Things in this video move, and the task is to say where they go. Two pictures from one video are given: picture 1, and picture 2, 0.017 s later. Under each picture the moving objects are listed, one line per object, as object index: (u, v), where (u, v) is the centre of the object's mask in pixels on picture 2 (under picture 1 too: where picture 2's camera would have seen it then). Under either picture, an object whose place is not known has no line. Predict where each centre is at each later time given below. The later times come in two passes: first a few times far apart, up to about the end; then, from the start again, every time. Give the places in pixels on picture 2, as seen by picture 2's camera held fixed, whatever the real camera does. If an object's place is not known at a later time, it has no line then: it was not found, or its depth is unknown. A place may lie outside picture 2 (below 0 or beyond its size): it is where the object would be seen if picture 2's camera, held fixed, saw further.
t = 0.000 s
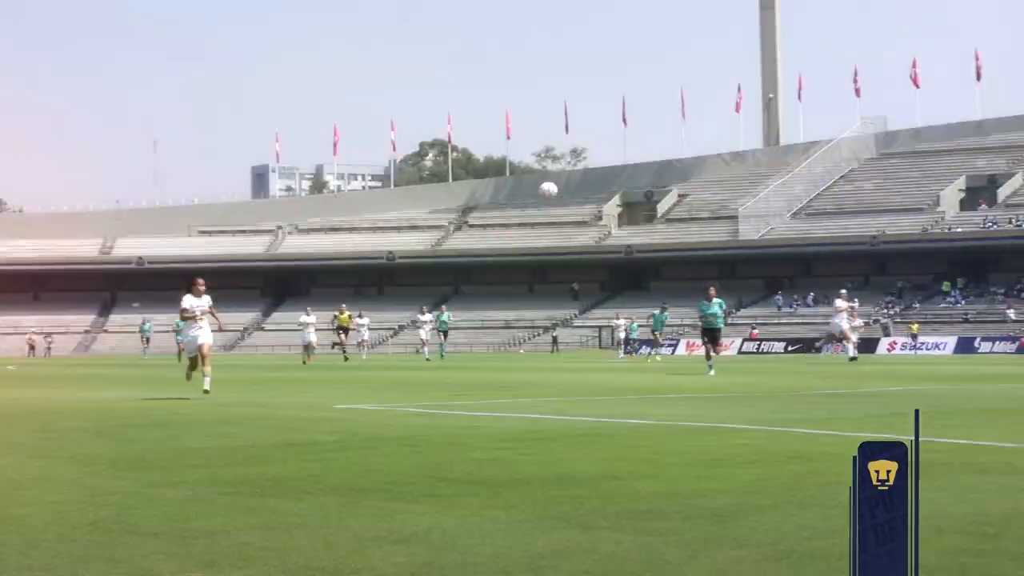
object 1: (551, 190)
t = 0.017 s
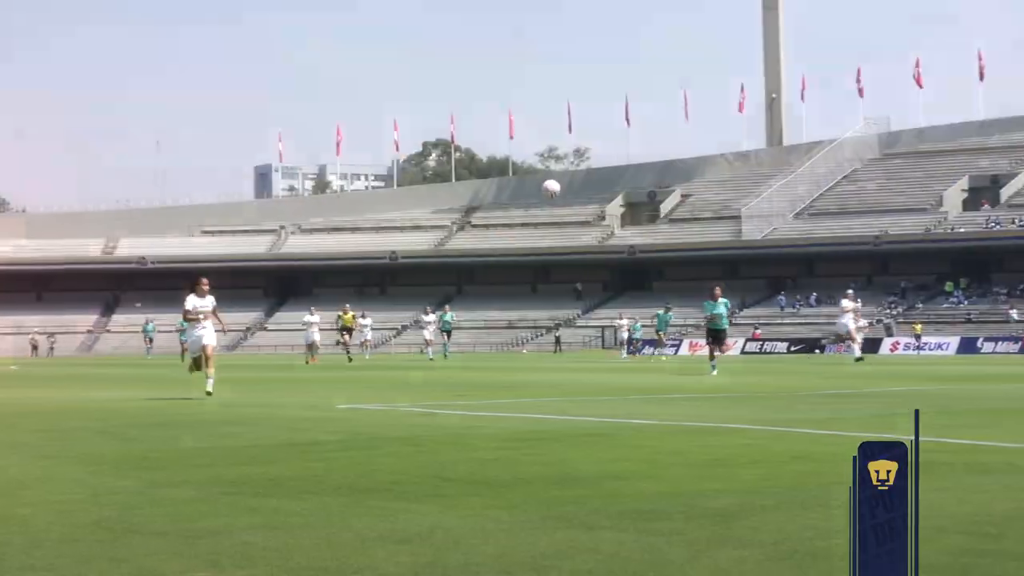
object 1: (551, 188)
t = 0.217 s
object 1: (549, 179)
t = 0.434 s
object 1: (549, 213)
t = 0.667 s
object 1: (548, 306)
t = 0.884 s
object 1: (547, 377)
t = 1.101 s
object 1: (546, 319)
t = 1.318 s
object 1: (545, 313)
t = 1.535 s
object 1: (546, 370)
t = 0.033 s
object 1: (551, 186)
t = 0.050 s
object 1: (551, 183)
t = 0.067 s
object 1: (550, 183)
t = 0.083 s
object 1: (550, 182)
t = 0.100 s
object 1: (551, 179)
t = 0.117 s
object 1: (550, 179)
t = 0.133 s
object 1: (550, 179)
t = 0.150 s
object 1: (549, 179)
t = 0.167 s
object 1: (550, 178)
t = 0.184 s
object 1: (550, 179)
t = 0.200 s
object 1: (550, 179)
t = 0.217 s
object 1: (549, 179)
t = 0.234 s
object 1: (550, 180)
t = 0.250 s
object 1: (549, 181)
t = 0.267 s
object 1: (549, 183)
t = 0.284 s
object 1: (549, 186)
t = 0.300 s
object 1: (549, 187)
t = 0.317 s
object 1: (549, 189)
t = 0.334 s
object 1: (549, 191)
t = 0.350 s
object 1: (549, 195)
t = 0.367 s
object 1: (550, 195)
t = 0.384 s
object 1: (549, 200)
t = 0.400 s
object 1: (549, 204)
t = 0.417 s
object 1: (549, 208)
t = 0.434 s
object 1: (549, 213)
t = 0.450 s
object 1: (549, 216)
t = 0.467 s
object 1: (549, 221)
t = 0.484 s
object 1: (549, 227)
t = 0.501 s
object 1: (548, 232)
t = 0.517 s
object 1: (548, 237)
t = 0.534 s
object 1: (548, 244)
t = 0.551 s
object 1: (548, 251)
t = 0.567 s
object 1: (548, 258)
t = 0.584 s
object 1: (548, 265)
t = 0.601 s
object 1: (548, 272)
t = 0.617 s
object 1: (548, 280)
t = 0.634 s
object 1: (548, 288)
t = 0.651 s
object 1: (547, 296)
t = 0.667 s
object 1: (548, 306)
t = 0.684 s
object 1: (548, 314)
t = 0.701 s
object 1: (547, 323)
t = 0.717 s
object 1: (548, 334)
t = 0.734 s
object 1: (547, 345)
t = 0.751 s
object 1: (547, 356)
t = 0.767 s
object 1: (547, 367)
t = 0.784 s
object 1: (548, 378)
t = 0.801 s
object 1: (548, 390)
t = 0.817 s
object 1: (548, 401)
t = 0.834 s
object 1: (547, 396)
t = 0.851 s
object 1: (547, 390)
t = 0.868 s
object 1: (547, 383)
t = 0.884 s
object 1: (547, 377)
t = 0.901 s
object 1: (547, 371)
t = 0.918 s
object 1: (547, 365)
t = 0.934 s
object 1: (546, 359)
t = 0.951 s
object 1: (546, 354)
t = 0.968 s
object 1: (546, 349)
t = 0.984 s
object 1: (546, 344)
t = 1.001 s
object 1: (546, 339)
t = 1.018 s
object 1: (546, 336)
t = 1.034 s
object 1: (546, 332)
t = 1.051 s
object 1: (546, 328)
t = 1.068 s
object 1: (545, 326)
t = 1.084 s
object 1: (546, 322)
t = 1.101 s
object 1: (546, 319)
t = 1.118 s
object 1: (545, 316)
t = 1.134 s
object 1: (545, 314)
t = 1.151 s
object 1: (545, 313)
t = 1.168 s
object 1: (545, 311)
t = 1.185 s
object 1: (545, 310)
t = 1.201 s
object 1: (545, 309)
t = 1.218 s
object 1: (545, 308)
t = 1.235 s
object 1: (545, 308)
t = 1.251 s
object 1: (545, 309)
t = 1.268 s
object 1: (545, 309)
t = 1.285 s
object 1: (545, 310)
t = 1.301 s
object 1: (545, 311)
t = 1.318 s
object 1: (545, 313)
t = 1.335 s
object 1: (545, 315)
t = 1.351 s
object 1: (545, 317)
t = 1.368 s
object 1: (545, 319)
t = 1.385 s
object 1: (545, 323)
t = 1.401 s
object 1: (545, 325)
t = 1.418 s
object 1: (545, 330)
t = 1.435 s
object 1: (545, 335)
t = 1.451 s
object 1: (546, 339)
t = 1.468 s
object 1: (546, 344)
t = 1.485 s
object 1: (546, 350)
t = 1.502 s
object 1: (546, 356)
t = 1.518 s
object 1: (546, 363)
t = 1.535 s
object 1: (546, 370)
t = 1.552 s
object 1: (546, 377)
